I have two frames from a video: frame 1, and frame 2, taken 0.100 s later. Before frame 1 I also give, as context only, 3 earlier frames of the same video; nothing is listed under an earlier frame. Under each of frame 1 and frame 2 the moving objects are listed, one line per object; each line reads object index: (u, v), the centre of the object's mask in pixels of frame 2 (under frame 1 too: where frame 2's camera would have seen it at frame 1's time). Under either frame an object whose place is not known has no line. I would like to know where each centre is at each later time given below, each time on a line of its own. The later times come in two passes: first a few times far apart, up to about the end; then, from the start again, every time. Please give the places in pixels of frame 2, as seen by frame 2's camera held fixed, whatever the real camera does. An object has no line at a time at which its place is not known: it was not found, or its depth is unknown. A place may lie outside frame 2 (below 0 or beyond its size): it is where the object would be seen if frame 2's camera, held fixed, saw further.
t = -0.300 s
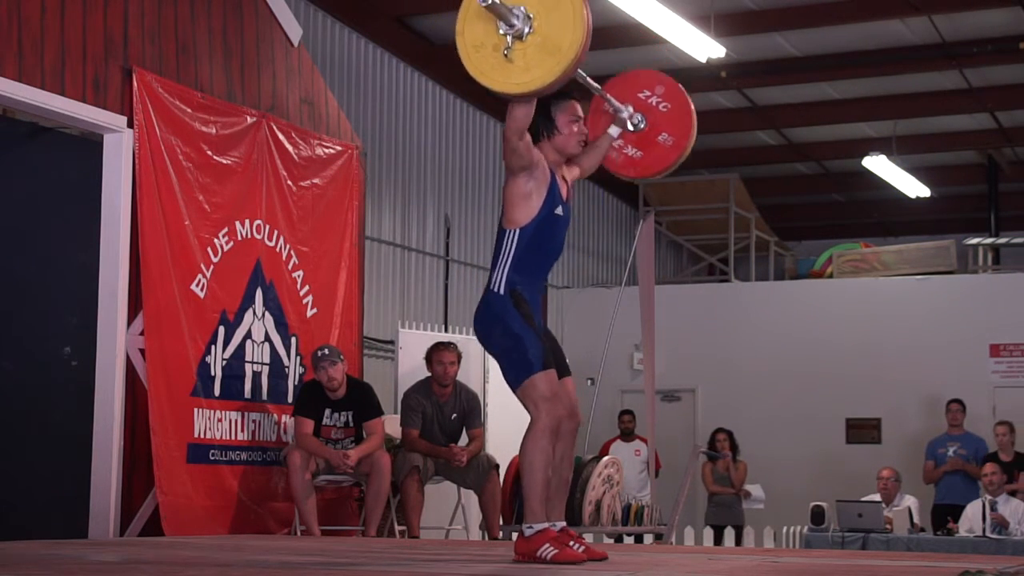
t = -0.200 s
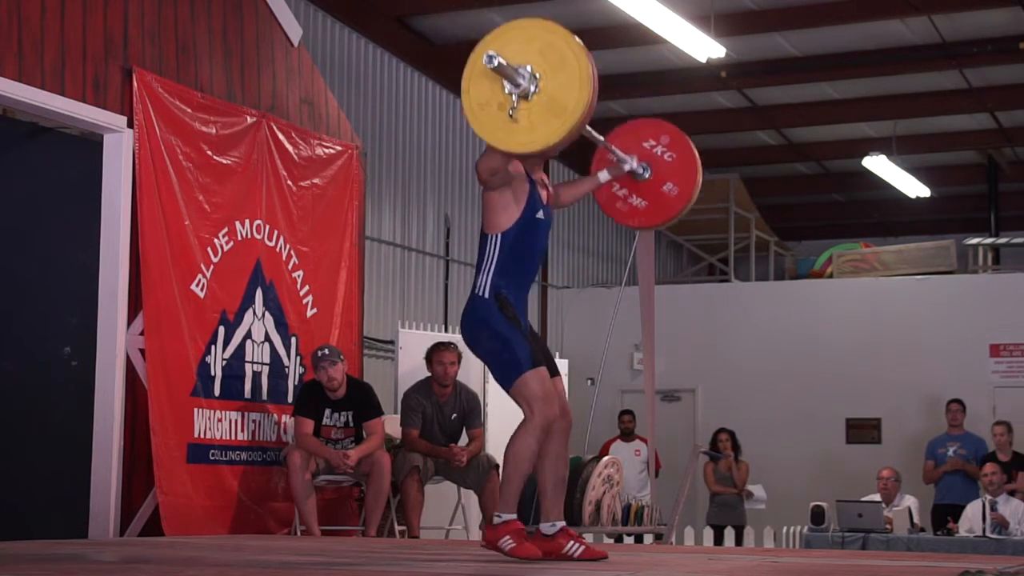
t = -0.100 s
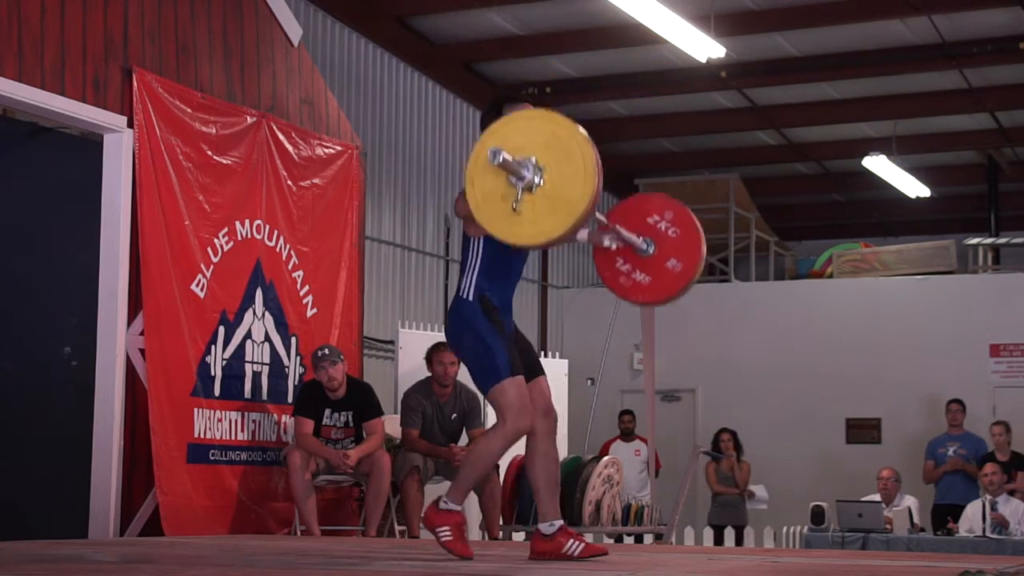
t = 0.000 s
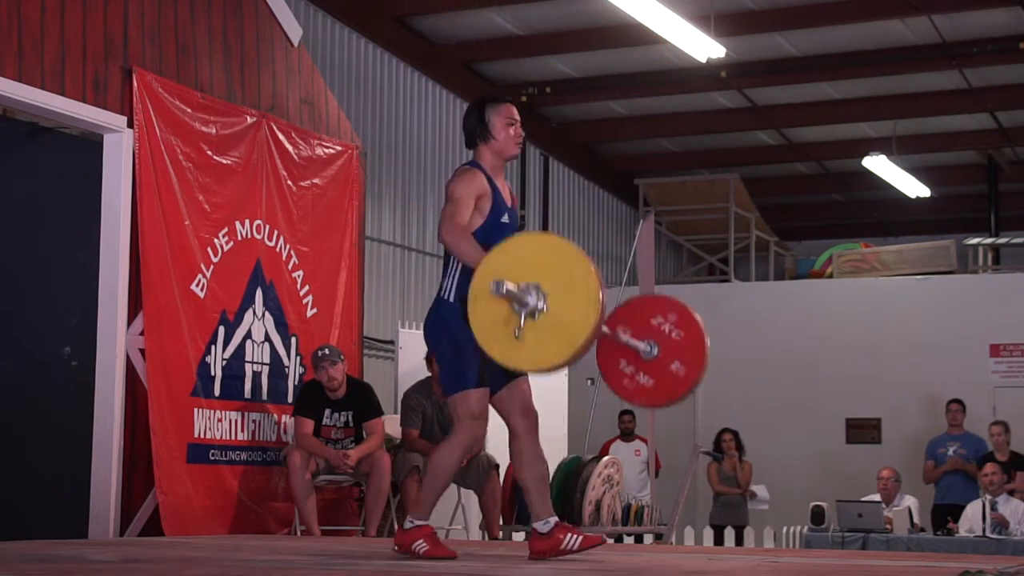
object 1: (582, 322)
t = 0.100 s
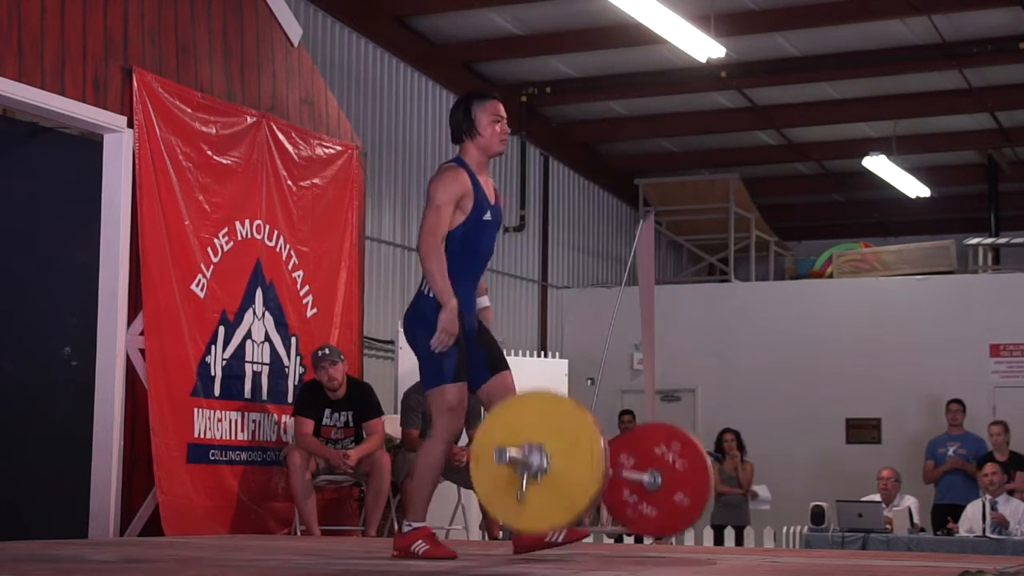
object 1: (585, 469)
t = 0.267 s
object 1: (589, 451)
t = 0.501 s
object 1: (593, 476)
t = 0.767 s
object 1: (595, 499)
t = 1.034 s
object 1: (599, 500)
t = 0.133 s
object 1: (587, 505)
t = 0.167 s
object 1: (588, 489)
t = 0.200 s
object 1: (588, 473)
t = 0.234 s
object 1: (588, 460)
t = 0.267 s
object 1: (589, 451)
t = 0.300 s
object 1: (590, 445)
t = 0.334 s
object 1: (590, 442)
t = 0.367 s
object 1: (590, 442)
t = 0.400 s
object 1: (591, 446)
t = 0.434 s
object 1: (592, 452)
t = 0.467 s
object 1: (592, 462)
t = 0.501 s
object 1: (593, 476)
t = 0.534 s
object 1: (593, 492)
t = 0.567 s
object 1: (594, 502)
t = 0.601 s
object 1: (594, 498)
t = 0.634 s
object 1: (594, 495)
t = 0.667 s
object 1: (594, 496)
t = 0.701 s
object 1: (594, 500)
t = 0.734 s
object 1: (594, 501)
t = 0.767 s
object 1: (595, 499)
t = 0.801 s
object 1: (595, 501)
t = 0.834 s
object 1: (595, 500)
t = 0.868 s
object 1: (596, 500)
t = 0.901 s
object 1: (597, 500)
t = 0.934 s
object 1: (598, 500)
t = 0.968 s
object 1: (598, 500)
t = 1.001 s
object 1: (599, 500)
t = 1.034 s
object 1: (599, 500)
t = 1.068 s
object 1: (599, 500)
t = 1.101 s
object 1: (600, 500)
